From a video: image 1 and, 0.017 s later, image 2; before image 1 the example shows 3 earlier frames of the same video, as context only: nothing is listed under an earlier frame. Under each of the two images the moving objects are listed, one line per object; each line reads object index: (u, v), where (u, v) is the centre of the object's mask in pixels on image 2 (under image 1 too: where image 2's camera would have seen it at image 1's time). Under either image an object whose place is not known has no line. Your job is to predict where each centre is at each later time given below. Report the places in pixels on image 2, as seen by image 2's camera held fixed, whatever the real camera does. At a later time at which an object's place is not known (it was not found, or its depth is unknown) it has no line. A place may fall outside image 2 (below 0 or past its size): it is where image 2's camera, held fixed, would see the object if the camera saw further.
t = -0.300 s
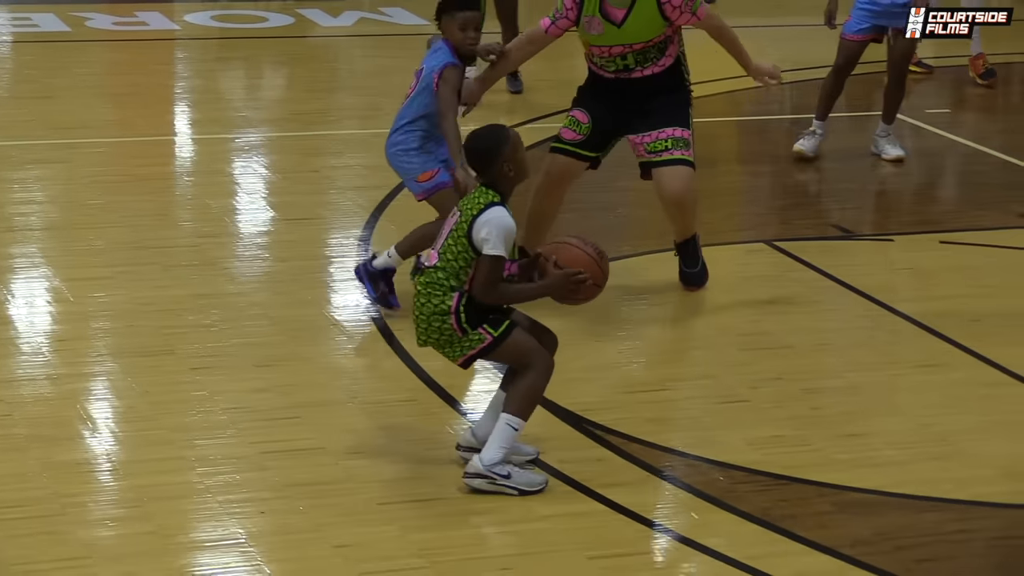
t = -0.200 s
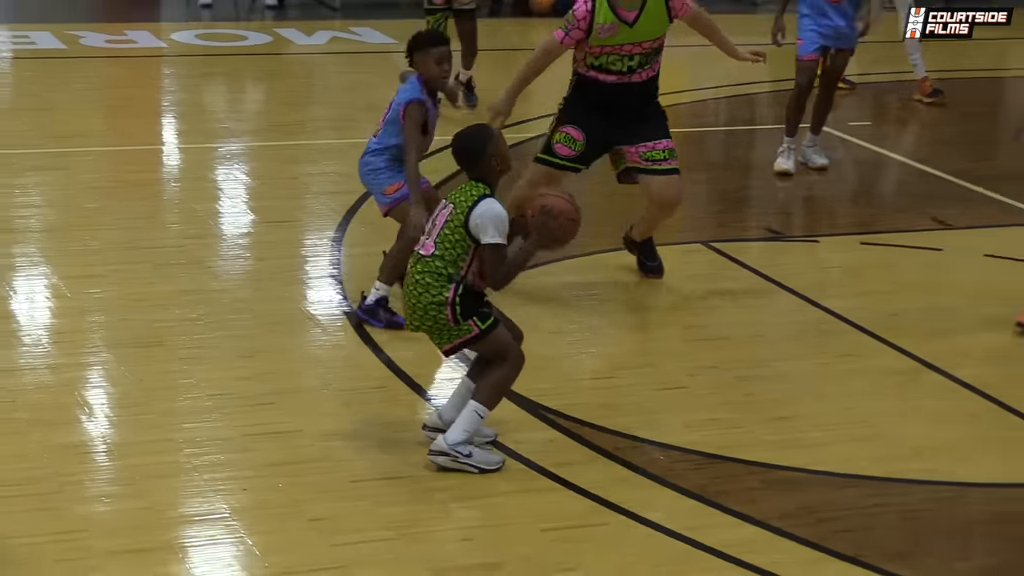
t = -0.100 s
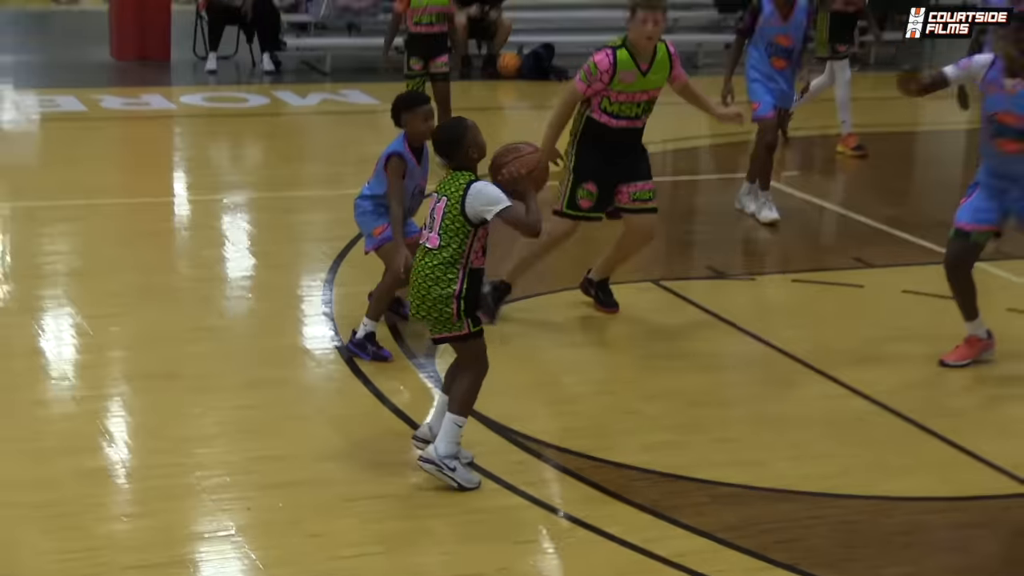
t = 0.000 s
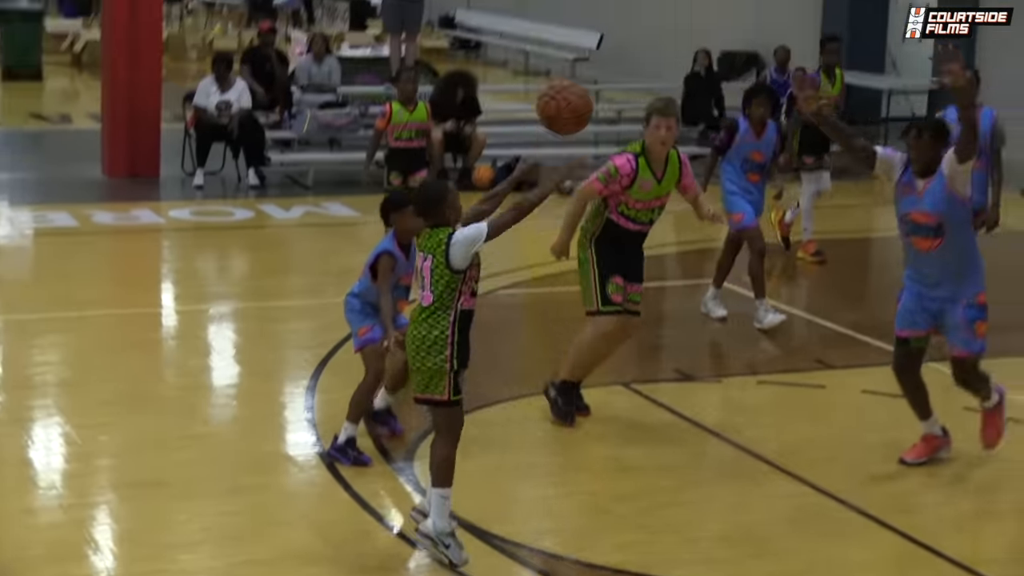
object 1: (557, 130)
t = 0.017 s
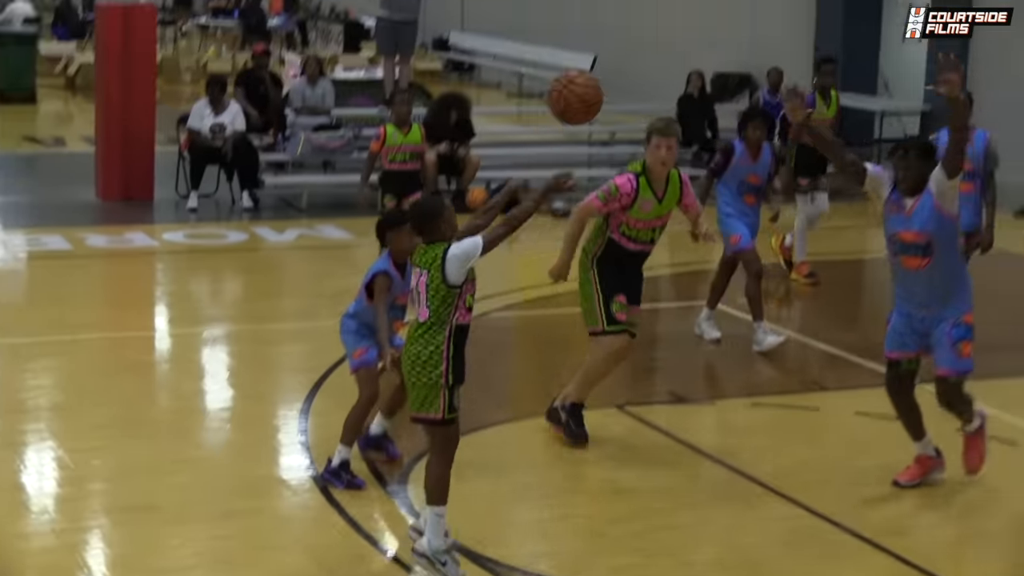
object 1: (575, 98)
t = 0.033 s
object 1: (591, 66)
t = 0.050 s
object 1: (608, 35)
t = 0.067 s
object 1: (625, 5)
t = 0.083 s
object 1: (641, -26)
